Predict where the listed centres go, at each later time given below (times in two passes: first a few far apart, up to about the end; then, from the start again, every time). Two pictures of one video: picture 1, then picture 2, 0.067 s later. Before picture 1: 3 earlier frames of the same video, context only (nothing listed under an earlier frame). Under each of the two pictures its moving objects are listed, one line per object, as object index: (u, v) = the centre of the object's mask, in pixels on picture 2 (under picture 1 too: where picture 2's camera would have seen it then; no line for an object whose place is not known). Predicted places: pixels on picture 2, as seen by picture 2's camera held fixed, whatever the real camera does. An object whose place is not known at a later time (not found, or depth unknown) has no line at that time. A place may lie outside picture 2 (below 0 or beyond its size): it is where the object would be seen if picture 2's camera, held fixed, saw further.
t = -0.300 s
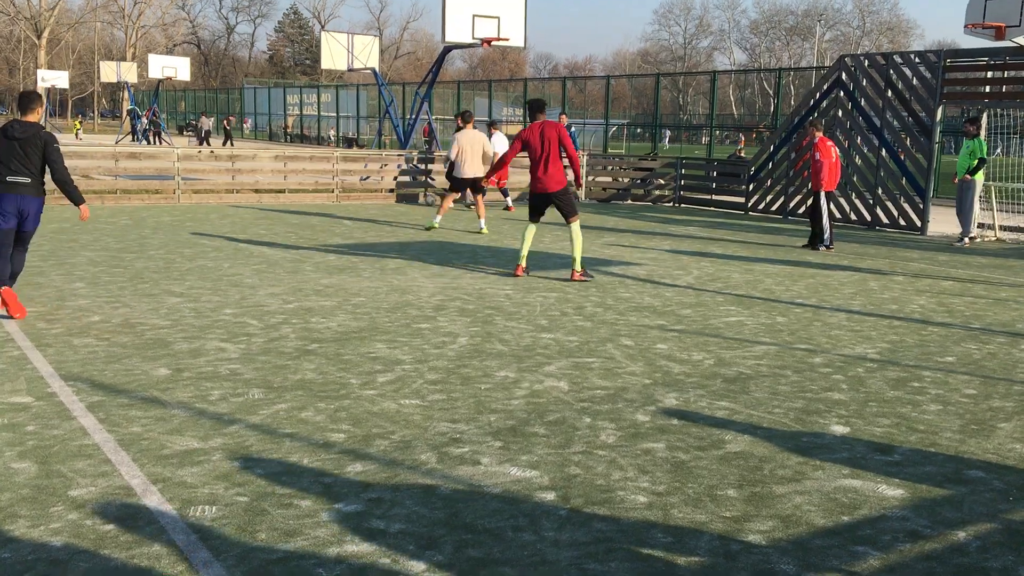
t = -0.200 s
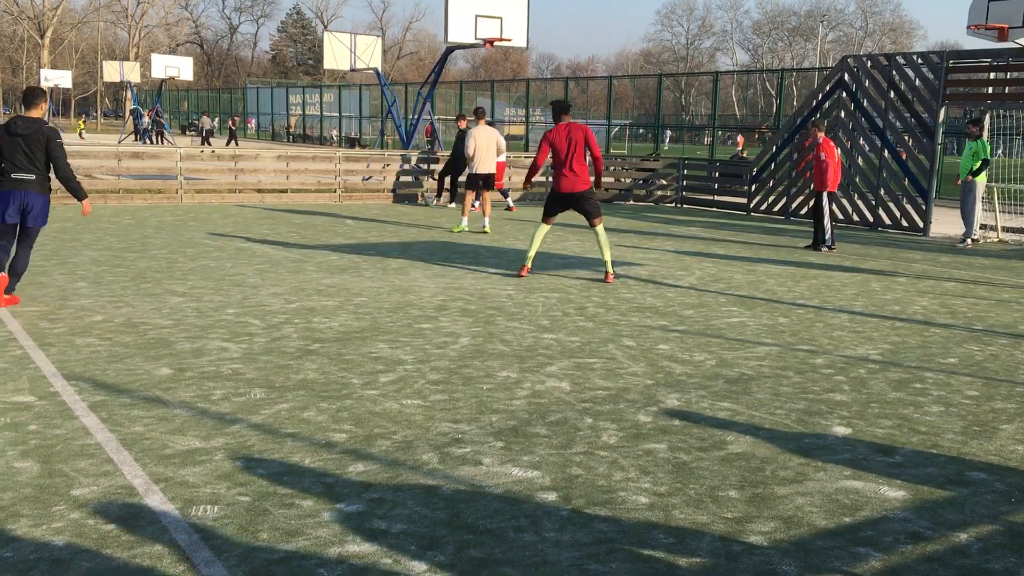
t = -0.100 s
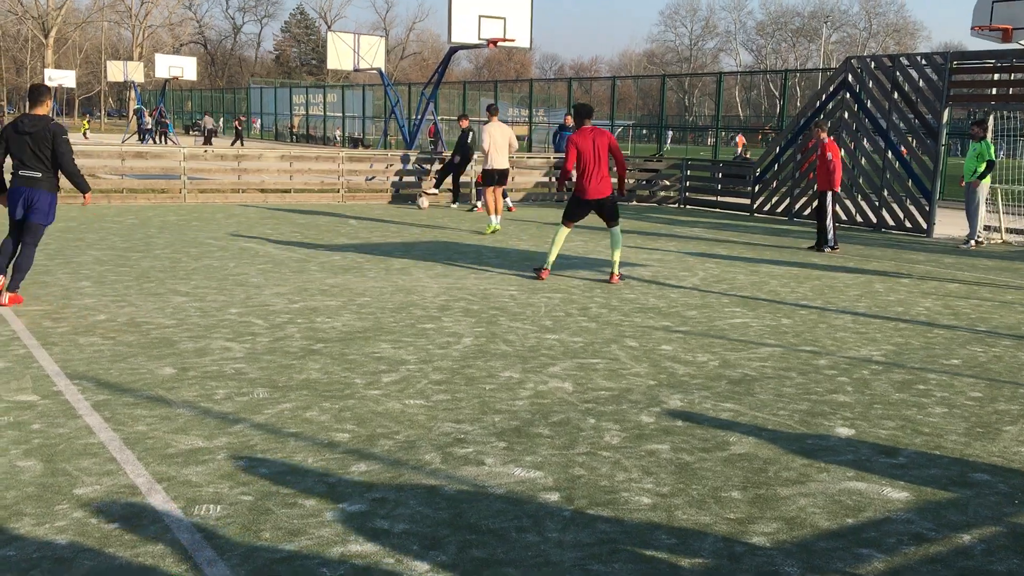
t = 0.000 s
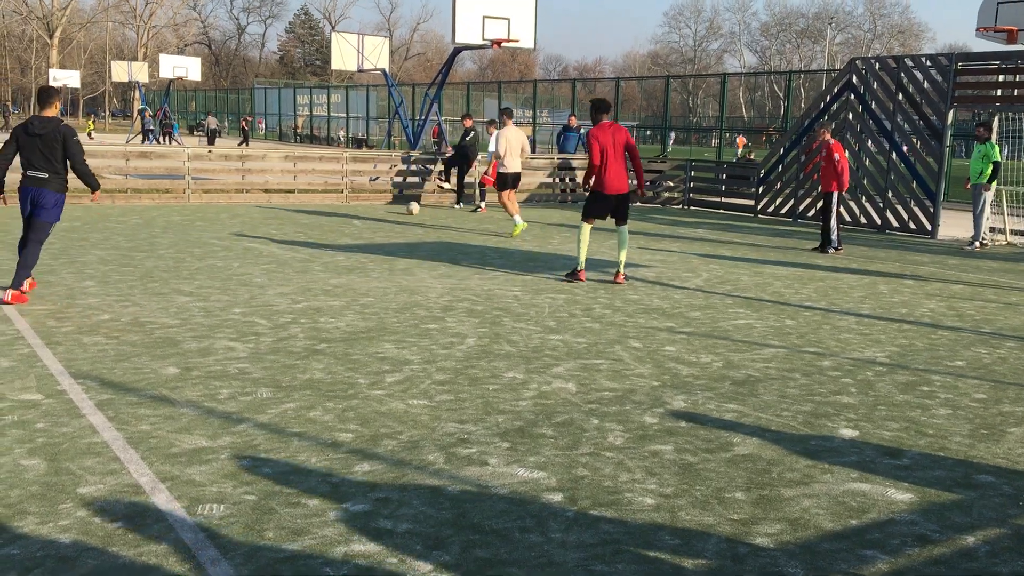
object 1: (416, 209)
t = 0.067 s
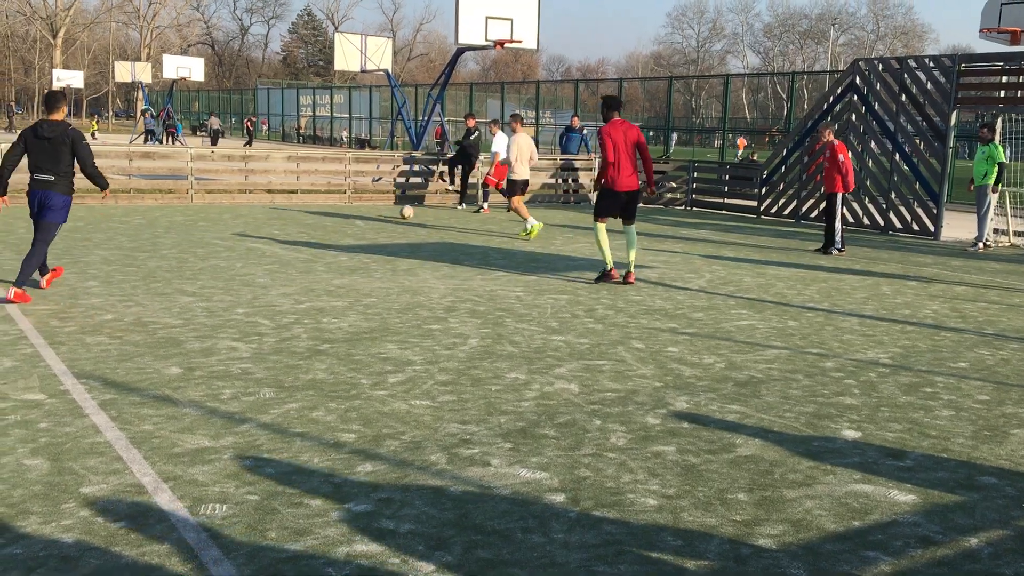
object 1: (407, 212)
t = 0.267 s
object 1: (377, 224)
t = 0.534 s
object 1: (334, 240)
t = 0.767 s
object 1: (294, 254)
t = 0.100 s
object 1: (401, 214)
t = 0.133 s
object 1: (397, 216)
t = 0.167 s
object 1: (393, 218)
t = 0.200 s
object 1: (388, 220)
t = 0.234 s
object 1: (382, 222)
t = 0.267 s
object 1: (377, 224)
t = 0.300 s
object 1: (372, 226)
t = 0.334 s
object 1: (367, 228)
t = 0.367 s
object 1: (361, 230)
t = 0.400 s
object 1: (356, 231)
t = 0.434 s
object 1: (351, 234)
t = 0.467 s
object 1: (345, 235)
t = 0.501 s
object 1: (340, 237)
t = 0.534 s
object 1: (334, 240)
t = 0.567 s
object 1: (328, 241)
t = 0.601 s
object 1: (323, 243)
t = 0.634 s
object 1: (317, 246)
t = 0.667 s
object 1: (312, 247)
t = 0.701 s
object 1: (306, 249)
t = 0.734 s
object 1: (300, 252)
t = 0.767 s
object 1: (294, 254)
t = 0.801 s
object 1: (288, 257)
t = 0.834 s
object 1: (281, 259)
